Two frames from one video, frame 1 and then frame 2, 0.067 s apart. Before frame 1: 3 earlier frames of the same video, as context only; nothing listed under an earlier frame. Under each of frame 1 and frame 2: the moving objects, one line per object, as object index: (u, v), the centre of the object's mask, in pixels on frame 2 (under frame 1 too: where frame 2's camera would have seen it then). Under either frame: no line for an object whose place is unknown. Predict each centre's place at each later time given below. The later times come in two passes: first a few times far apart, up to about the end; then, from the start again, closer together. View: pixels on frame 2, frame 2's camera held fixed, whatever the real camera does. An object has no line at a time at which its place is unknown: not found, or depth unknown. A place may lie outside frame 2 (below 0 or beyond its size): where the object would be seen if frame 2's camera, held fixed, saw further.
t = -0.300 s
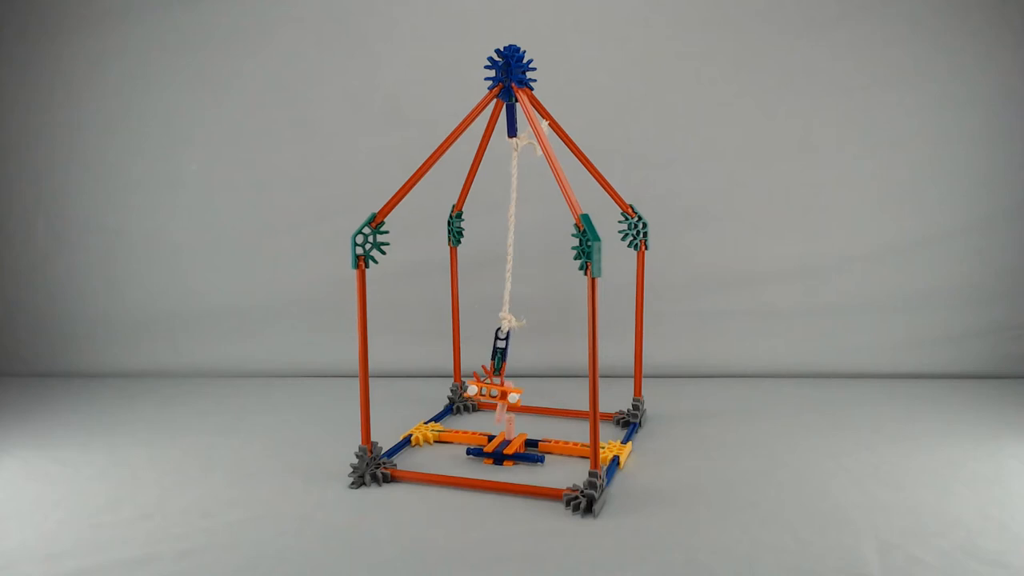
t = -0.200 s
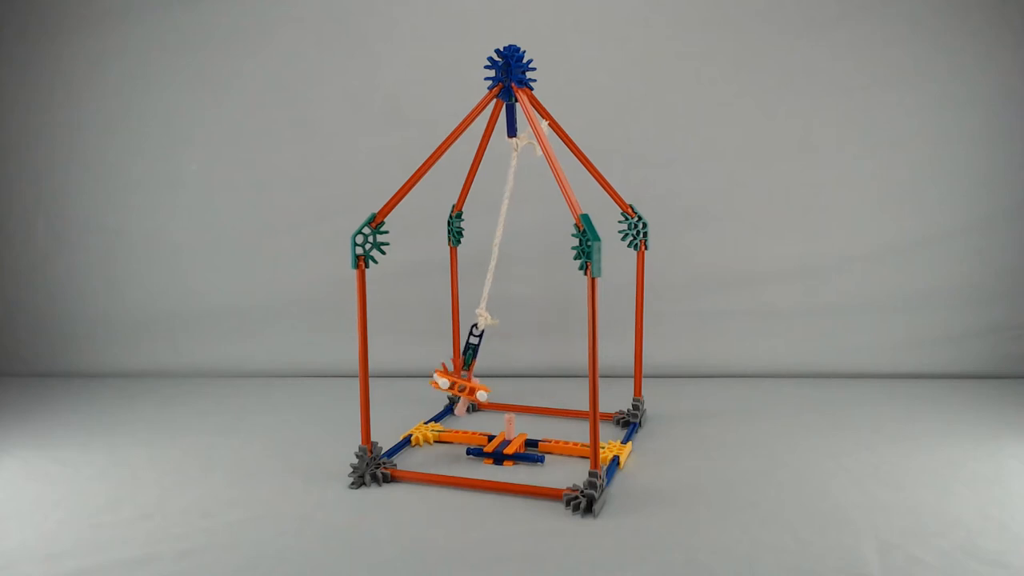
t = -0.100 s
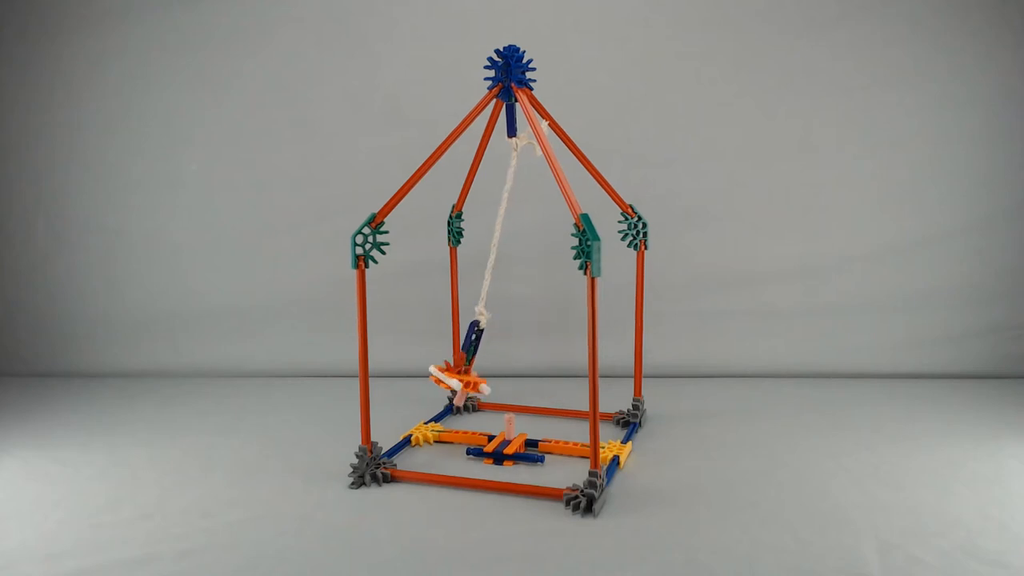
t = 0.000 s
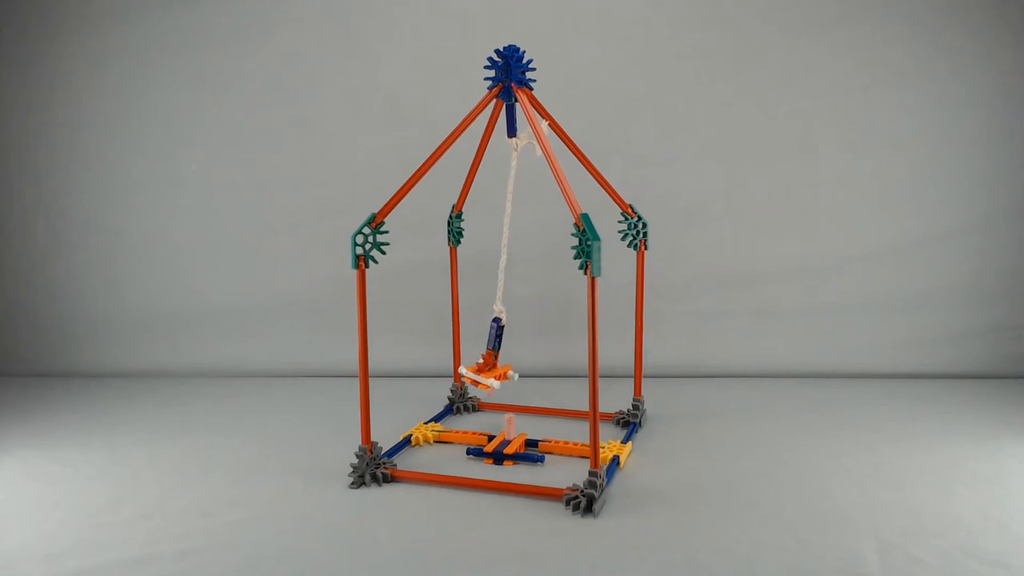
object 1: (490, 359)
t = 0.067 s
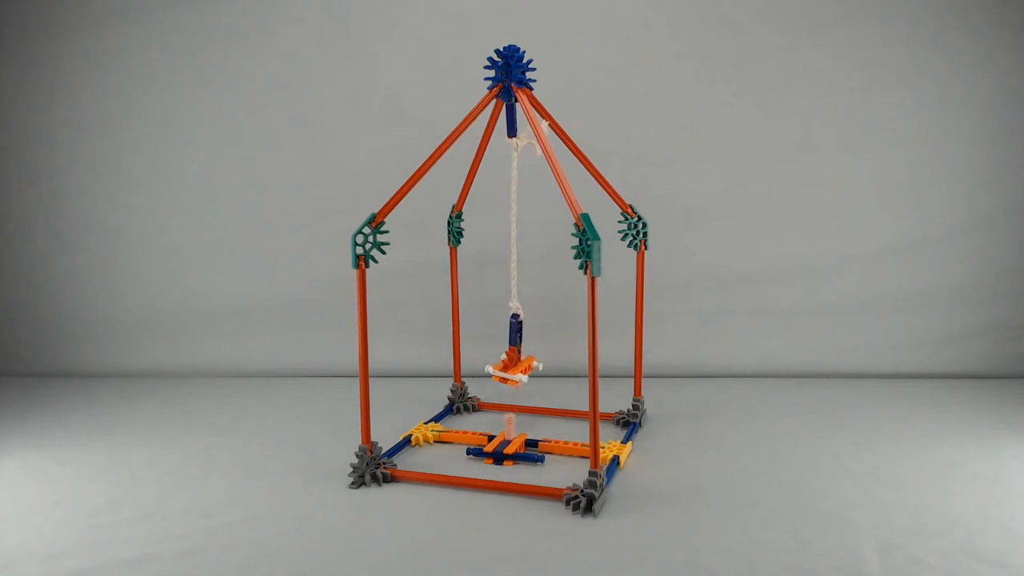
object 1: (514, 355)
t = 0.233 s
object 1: (559, 352)
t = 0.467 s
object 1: (518, 370)
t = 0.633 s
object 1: (471, 365)
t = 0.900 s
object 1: (515, 350)
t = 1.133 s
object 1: (551, 361)
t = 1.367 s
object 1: (498, 369)
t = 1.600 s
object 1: (480, 360)
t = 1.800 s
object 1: (520, 353)
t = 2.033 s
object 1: (553, 366)
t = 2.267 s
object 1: (498, 368)
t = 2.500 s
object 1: (477, 357)
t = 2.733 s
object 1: (541, 357)
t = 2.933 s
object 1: (551, 366)
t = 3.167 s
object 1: (483, 367)
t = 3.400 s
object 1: (481, 358)
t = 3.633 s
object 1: (547, 356)
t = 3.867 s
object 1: (537, 366)
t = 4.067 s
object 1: (487, 367)
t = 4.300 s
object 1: (487, 360)
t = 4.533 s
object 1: (527, 355)
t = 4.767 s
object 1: (546, 368)
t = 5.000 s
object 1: (502, 369)
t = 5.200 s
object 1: (478, 364)
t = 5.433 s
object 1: (490, 360)
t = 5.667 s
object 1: (518, 356)
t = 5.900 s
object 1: (550, 366)
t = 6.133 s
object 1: (512, 369)
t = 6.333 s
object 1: (486, 367)
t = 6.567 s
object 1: (483, 365)
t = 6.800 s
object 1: (485, 363)
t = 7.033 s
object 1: (493, 356)
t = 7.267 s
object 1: (533, 359)
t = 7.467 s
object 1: (547, 364)
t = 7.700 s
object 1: (514, 369)
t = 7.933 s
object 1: (510, 369)
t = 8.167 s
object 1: (539, 367)
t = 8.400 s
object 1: (534, 361)
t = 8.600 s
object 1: (512, 355)
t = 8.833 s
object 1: (496, 359)
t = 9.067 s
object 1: (500, 359)
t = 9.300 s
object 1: (531, 358)
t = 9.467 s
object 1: (540, 361)
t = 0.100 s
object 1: (526, 352)
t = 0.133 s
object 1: (537, 351)
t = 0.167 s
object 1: (547, 350)
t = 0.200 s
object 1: (555, 351)
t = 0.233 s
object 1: (559, 352)
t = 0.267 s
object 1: (561, 355)
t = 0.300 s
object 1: (560, 358)
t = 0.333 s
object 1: (557, 362)
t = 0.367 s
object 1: (551, 365)
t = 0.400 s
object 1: (541, 368)
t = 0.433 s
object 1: (530, 370)
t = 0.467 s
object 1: (518, 370)
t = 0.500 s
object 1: (505, 370)
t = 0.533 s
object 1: (493, 370)
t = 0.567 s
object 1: (483, 369)
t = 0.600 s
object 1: (476, 367)
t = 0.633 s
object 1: (471, 365)
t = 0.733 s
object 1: (476, 363)
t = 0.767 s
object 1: (482, 361)
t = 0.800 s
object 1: (489, 360)
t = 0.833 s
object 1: (497, 356)
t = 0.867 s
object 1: (505, 353)
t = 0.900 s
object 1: (515, 350)
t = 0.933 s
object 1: (524, 348)
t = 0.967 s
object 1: (533, 348)
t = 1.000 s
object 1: (540, 349)
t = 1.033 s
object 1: (546, 351)
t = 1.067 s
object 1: (550, 354)
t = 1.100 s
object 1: (552, 358)
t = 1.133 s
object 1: (551, 361)
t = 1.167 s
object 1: (548, 364)
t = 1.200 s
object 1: (542, 367)
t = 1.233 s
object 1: (535, 369)
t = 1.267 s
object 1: (526, 369)
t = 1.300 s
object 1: (517, 370)
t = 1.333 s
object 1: (507, 369)
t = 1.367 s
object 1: (498, 369)
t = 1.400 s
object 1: (490, 368)
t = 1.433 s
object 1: (484, 368)
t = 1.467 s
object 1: (481, 368)
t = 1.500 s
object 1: (479, 366)
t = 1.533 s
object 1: (478, 364)
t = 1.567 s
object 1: (478, 362)
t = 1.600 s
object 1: (480, 360)
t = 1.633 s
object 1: (483, 357)
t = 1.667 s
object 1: (488, 355)
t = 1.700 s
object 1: (494, 353)
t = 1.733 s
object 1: (502, 352)
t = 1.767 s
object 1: (511, 352)
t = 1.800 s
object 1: (520, 353)
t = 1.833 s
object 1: (528, 354)
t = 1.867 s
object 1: (537, 356)
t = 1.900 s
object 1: (543, 359)
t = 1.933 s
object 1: (549, 361)
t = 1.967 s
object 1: (553, 363)
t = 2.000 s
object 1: (554, 364)
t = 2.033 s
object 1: (553, 366)
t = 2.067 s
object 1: (550, 366)
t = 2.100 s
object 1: (544, 367)
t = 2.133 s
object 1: (536, 368)
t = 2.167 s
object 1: (527, 369)
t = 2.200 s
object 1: (517, 368)
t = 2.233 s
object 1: (507, 368)
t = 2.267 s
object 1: (498, 368)
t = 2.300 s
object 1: (491, 366)
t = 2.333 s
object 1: (484, 365)
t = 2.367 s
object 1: (478, 364)
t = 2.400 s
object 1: (475, 362)
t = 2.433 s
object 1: (473, 360)
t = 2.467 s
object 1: (474, 358)
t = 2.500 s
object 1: (477, 357)
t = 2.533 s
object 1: (483, 355)
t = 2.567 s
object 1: (491, 354)
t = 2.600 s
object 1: (500, 354)
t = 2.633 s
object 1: (510, 354)
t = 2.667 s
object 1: (521, 355)
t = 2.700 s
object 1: (531, 356)
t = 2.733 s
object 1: (541, 357)
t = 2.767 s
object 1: (549, 359)
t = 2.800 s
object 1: (555, 359)
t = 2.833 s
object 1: (558, 360)
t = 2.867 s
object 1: (558, 361)
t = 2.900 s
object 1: (556, 364)
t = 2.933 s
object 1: (551, 366)
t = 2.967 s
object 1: (544, 367)
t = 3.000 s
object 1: (534, 368)
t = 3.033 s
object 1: (523, 369)
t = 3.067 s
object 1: (512, 369)
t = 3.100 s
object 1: (502, 368)
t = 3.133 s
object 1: (492, 368)
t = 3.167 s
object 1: (483, 367)
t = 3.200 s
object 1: (476, 365)
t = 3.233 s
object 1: (470, 363)
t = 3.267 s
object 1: (467, 361)
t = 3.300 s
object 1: (467, 360)
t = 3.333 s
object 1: (469, 358)
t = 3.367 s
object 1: (474, 359)
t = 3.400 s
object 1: (481, 358)
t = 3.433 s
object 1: (490, 358)
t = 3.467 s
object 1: (500, 357)
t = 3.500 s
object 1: (510, 357)
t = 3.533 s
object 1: (520, 356)
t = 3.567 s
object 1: (530, 355)
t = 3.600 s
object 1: (540, 355)
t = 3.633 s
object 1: (547, 356)
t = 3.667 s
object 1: (553, 356)
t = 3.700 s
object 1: (557, 358)
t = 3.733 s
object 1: (558, 361)
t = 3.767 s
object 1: (556, 363)
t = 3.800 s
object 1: (552, 365)
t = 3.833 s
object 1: (545, 366)
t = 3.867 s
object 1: (537, 366)
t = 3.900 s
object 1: (528, 366)
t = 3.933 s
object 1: (519, 367)
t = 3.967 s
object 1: (510, 368)
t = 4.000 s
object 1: (501, 368)
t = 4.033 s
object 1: (493, 367)
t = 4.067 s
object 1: (487, 367)
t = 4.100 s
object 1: (484, 366)
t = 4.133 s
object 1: (482, 365)
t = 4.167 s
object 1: (482, 364)
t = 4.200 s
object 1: (483, 364)
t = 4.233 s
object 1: (485, 364)
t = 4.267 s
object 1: (486, 363)
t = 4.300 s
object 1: (487, 360)
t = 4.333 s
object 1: (491, 358)
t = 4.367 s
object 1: (495, 355)
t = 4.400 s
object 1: (500, 353)
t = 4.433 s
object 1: (507, 353)
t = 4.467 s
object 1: (514, 353)
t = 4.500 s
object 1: (520, 354)
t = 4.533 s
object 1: (527, 355)
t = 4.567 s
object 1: (533, 358)
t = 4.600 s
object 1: (538, 359)
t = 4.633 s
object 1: (543, 361)
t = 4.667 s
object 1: (546, 363)
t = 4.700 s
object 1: (548, 365)
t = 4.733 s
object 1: (548, 368)
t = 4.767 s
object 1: (546, 368)
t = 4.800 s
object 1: (542, 368)
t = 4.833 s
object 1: (536, 370)
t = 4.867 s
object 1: (529, 370)
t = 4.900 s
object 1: (522, 371)
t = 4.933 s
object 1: (515, 370)
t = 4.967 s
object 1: (508, 370)
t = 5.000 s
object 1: (502, 369)
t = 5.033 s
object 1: (497, 368)
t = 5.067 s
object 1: (491, 367)
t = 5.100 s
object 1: (486, 366)
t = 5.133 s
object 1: (482, 365)
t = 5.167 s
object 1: (479, 364)
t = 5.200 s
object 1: (478, 364)
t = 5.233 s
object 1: (478, 363)
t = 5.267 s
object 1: (480, 363)
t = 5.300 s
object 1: (483, 363)
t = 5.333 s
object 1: (486, 363)
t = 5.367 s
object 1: (488, 363)
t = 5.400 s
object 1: (489, 362)
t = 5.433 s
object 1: (490, 360)
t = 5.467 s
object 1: (491, 359)
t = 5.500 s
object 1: (493, 356)
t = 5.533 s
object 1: (497, 354)
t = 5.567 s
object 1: (501, 354)
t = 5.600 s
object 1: (506, 354)
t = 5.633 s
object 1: (511, 356)
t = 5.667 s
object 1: (518, 356)
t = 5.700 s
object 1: (524, 358)
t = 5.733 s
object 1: (531, 360)
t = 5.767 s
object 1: (536, 361)
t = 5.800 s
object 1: (542, 363)
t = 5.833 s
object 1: (546, 363)
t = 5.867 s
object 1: (549, 365)
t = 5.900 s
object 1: (550, 366)
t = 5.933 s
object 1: (549, 367)
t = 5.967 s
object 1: (546, 368)
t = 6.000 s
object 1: (540, 369)
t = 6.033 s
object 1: (534, 370)
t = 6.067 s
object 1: (526, 370)
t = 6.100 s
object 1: (519, 370)
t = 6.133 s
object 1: (512, 369)
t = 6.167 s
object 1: (506, 368)
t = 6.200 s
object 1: (500, 368)
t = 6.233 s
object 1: (495, 366)
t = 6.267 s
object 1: (491, 366)
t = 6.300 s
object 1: (488, 366)
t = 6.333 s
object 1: (486, 367)
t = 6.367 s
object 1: (487, 366)
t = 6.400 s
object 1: (488, 366)
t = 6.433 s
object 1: (490, 365)
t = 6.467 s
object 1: (492, 365)
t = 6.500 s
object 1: (491, 365)
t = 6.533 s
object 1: (487, 365)
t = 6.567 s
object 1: (483, 365)
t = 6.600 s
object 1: (479, 364)
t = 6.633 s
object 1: (476, 363)
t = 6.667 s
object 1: (475, 364)
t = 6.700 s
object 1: (476, 363)
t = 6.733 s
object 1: (478, 363)
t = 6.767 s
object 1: (482, 363)
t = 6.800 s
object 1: (485, 363)
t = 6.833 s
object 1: (488, 363)
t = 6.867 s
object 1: (488, 362)
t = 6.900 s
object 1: (488, 361)
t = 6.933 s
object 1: (488, 359)
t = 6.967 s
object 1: (489, 357)
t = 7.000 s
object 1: (490, 356)
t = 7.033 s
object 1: (493, 356)
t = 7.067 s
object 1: (497, 356)
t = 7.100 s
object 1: (502, 356)
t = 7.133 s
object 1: (507, 358)
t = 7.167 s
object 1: (513, 358)
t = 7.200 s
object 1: (519, 359)
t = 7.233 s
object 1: (526, 360)
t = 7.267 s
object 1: (533, 359)
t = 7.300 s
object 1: (539, 360)
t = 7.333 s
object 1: (545, 360)
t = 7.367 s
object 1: (548, 361)
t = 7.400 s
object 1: (550, 362)
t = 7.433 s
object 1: (550, 363)
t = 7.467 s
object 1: (547, 364)
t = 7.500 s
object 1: (543, 366)
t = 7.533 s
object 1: (537, 367)
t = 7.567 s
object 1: (531, 368)
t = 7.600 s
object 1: (525, 368)
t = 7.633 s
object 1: (520, 369)
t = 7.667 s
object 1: (516, 369)
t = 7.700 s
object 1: (514, 369)
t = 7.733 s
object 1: (511, 370)
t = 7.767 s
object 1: (510, 369)
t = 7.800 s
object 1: (509, 369)
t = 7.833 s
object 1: (508, 369)
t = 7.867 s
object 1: (508, 369)
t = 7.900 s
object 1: (508, 369)
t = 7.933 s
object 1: (510, 369)
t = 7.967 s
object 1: (511, 368)
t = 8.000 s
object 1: (514, 368)
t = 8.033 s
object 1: (518, 369)
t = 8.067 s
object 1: (523, 368)
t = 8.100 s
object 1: (529, 368)
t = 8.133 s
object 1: (535, 368)
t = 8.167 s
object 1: (539, 367)
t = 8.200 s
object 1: (543, 366)
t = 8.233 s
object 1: (545, 366)
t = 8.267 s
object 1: (545, 365)
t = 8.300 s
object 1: (544, 364)
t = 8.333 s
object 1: (541, 363)
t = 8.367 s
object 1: (538, 362)
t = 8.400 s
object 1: (534, 361)
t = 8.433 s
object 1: (531, 359)
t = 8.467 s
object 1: (527, 358)
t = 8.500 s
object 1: (523, 357)
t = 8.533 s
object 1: (519, 356)
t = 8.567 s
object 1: (515, 355)
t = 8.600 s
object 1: (512, 355)
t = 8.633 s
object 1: (508, 355)
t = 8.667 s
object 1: (505, 356)
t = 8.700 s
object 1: (502, 357)
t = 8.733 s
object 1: (500, 358)
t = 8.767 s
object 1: (499, 359)
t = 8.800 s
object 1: (498, 359)
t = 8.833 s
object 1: (496, 359)
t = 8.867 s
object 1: (494, 358)
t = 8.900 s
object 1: (493, 358)
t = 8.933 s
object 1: (493, 357)
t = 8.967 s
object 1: (494, 357)
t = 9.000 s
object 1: (495, 358)
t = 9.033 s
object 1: (497, 359)
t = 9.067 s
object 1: (500, 359)
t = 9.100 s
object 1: (504, 360)
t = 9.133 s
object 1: (507, 360)
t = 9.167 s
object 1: (511, 360)
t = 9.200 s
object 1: (516, 359)
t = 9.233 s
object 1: (521, 359)
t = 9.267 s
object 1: (526, 358)
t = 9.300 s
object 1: (531, 358)
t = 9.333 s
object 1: (535, 358)
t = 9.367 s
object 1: (538, 358)
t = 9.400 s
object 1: (540, 359)
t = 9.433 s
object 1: (540, 359)
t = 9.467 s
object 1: (540, 361)
